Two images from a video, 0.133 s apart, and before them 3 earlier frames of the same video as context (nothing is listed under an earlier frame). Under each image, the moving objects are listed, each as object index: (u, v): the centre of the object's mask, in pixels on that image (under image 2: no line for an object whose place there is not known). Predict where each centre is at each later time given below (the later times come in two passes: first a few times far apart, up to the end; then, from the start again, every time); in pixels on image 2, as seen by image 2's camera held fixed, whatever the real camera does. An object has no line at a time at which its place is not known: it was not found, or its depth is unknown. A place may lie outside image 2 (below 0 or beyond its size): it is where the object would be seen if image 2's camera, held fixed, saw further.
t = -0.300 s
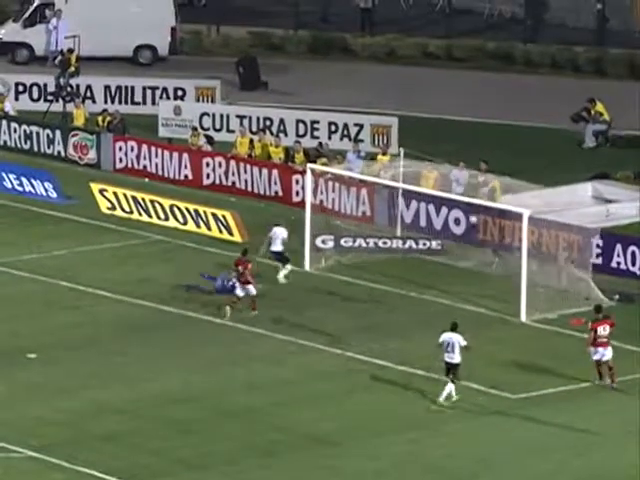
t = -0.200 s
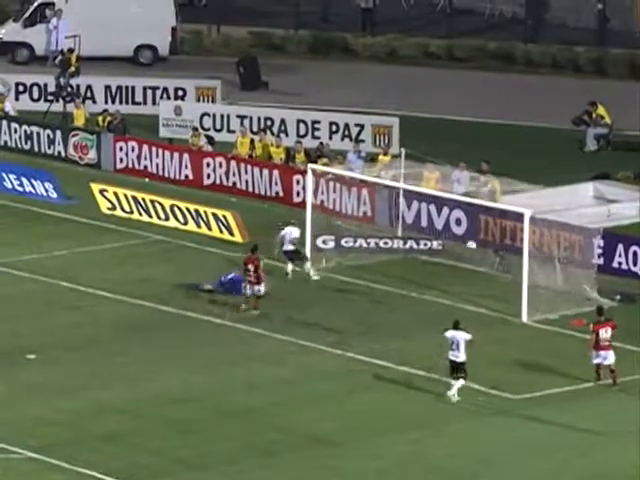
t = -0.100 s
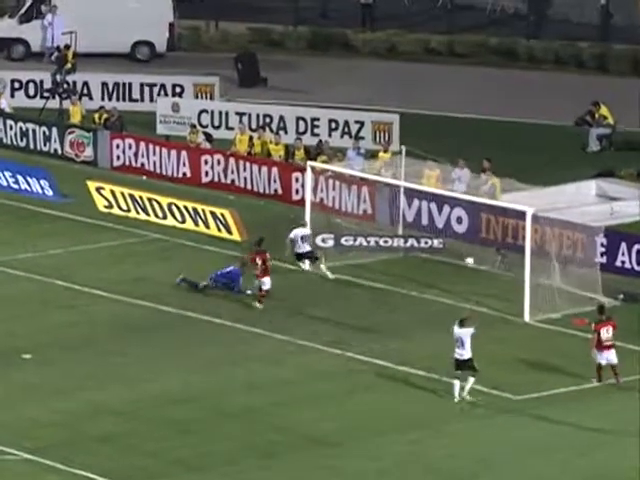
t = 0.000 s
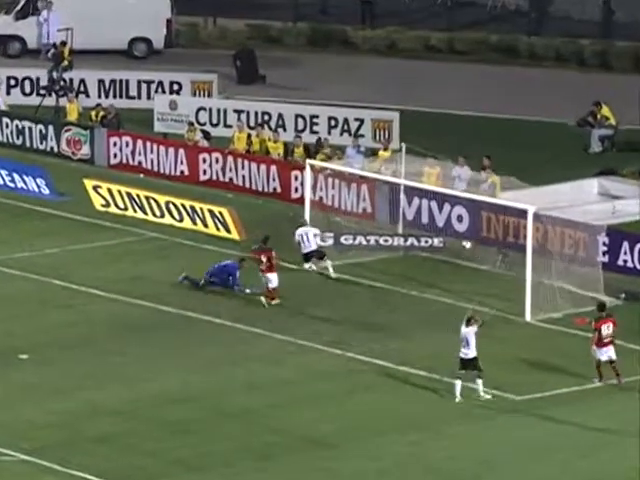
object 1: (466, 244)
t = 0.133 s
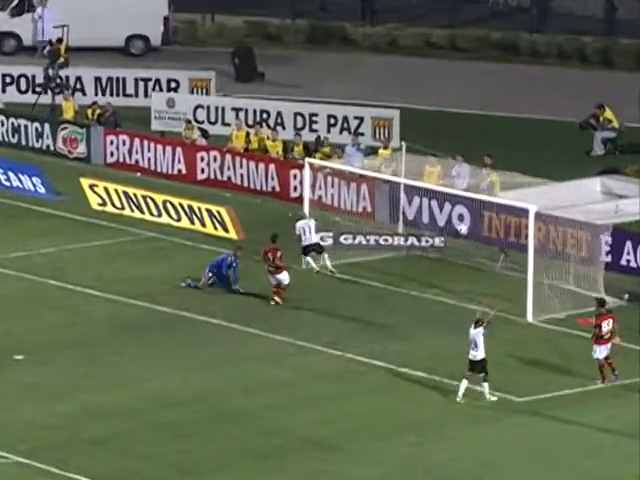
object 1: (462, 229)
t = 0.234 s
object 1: (460, 225)
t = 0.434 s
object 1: (450, 225)
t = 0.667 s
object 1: (441, 248)
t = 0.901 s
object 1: (432, 266)
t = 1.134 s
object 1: (422, 260)
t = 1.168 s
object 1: (420, 261)
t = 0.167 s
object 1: (462, 227)
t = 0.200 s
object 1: (460, 225)
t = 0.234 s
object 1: (460, 225)
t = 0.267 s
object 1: (457, 223)
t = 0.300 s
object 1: (457, 223)
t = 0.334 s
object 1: (455, 223)
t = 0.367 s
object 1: (454, 223)
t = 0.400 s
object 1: (452, 224)
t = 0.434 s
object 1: (450, 225)
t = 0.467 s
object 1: (449, 227)
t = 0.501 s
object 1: (448, 229)
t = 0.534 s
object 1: (446, 232)
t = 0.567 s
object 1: (445, 235)
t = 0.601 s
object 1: (445, 239)
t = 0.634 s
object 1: (444, 244)
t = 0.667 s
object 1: (441, 248)
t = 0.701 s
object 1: (441, 253)
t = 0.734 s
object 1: (439, 258)
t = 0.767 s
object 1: (437, 264)
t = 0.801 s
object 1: (436, 271)
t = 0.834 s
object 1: (434, 272)
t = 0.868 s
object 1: (433, 268)
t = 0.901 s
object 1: (432, 266)
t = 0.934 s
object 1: (430, 264)
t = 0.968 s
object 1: (429, 262)
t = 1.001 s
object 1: (427, 261)
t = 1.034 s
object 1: (426, 260)
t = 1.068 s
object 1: (425, 259)
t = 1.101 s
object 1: (424, 259)
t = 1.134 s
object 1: (422, 260)
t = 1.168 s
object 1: (420, 261)
